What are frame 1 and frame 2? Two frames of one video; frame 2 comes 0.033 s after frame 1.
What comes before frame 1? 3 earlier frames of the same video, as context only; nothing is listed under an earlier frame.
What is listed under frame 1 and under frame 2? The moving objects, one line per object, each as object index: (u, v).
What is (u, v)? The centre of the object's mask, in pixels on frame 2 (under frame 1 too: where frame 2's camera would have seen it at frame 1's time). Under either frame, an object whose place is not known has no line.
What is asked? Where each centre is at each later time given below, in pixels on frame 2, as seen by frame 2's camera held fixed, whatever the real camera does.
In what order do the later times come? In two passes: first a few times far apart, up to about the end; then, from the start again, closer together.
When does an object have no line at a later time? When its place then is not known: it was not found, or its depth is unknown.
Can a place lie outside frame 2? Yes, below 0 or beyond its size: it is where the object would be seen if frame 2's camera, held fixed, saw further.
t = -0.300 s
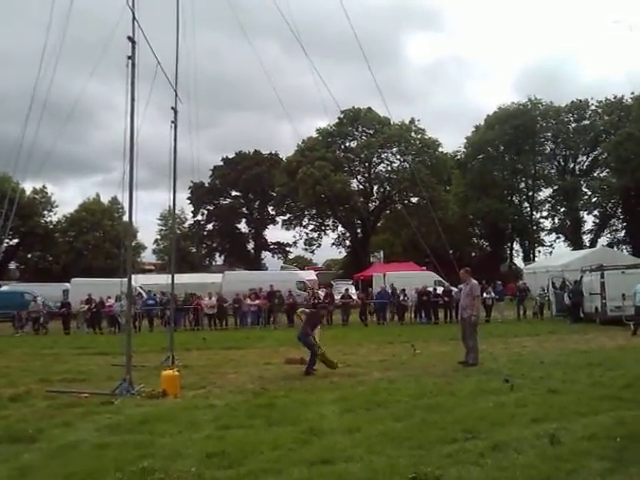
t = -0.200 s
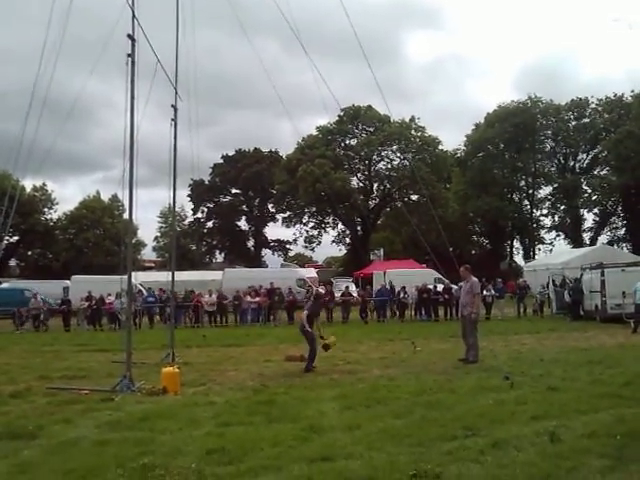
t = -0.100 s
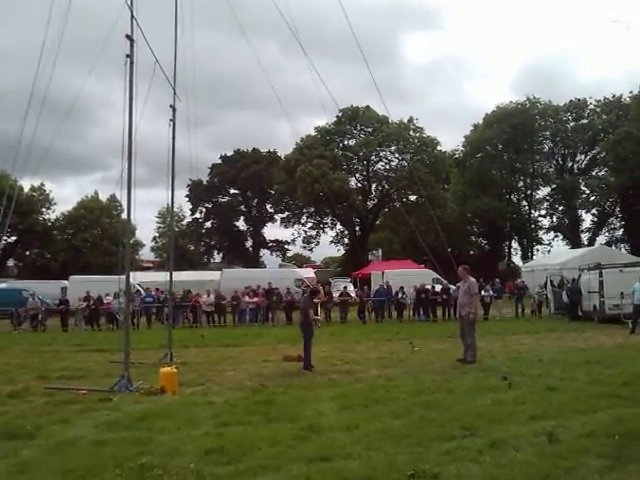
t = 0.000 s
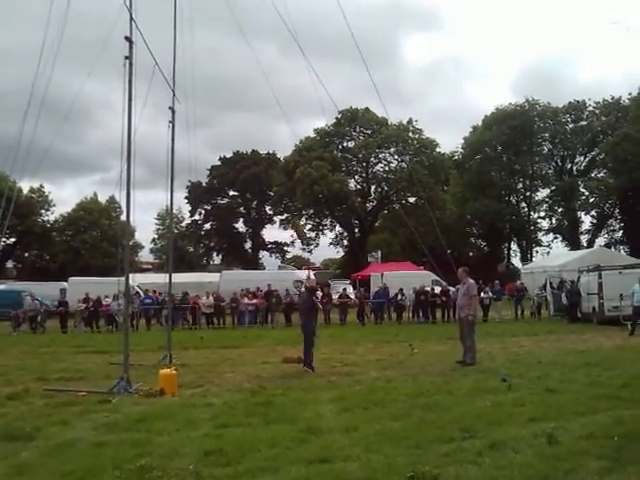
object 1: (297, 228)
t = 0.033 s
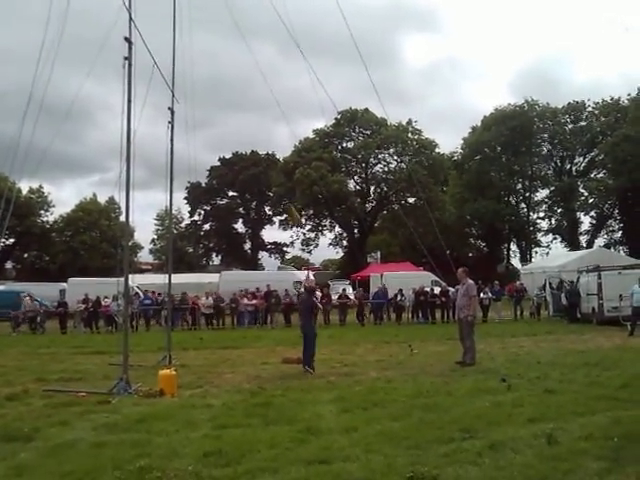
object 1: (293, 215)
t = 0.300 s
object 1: (255, 116)
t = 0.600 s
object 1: (216, 58)
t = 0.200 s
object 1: (267, 148)
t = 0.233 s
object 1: (265, 137)
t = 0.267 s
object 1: (261, 126)
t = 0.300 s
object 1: (255, 116)
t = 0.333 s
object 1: (252, 109)
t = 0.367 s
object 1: (247, 101)
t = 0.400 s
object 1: (240, 93)
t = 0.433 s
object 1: (237, 86)
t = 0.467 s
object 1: (236, 80)
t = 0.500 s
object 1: (228, 76)
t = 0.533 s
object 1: (223, 69)
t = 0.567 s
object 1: (218, 66)
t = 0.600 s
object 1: (216, 58)
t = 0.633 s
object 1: (215, 48)
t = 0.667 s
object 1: (208, 42)
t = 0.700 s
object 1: (203, 35)
